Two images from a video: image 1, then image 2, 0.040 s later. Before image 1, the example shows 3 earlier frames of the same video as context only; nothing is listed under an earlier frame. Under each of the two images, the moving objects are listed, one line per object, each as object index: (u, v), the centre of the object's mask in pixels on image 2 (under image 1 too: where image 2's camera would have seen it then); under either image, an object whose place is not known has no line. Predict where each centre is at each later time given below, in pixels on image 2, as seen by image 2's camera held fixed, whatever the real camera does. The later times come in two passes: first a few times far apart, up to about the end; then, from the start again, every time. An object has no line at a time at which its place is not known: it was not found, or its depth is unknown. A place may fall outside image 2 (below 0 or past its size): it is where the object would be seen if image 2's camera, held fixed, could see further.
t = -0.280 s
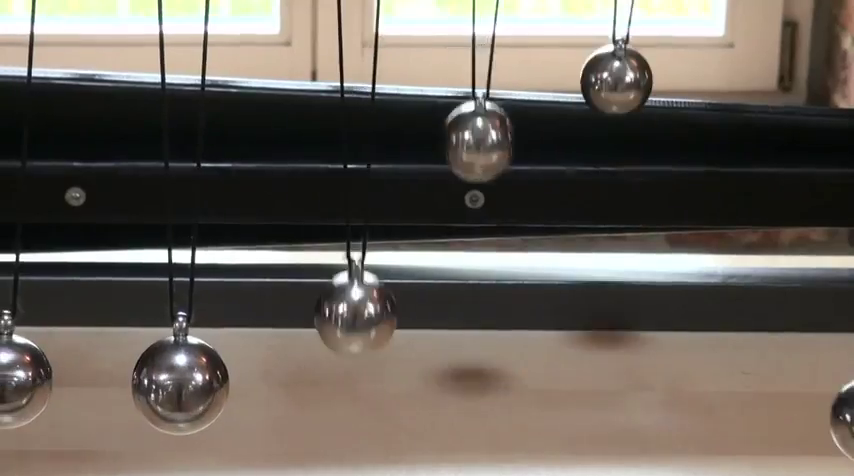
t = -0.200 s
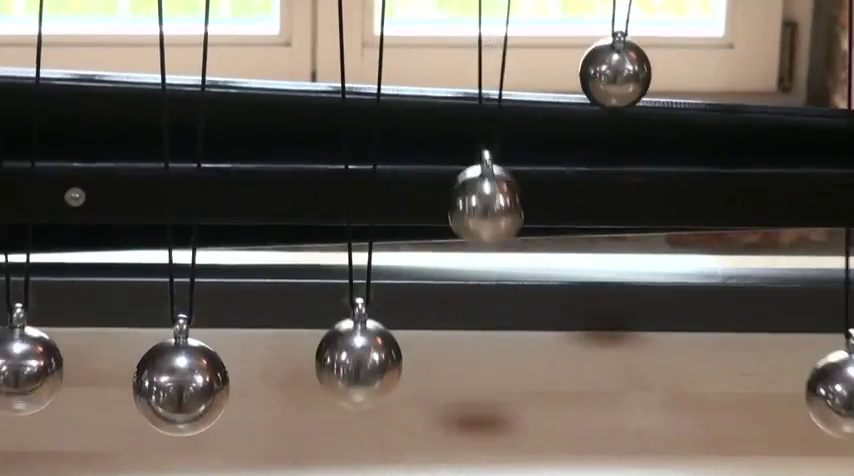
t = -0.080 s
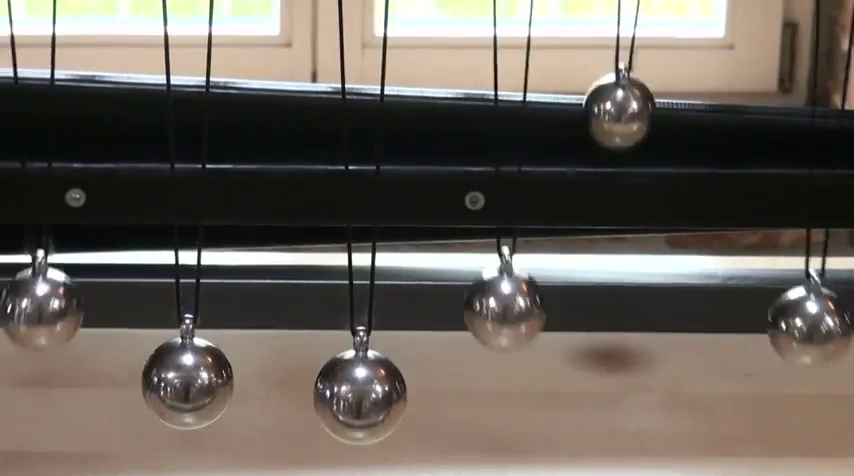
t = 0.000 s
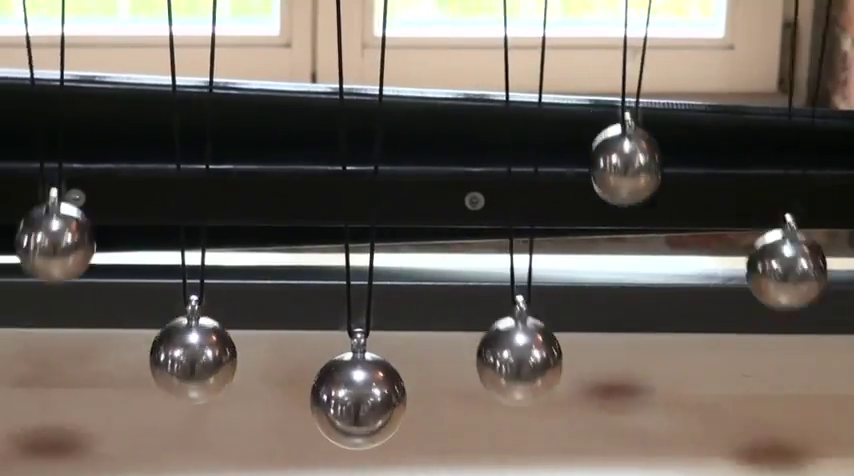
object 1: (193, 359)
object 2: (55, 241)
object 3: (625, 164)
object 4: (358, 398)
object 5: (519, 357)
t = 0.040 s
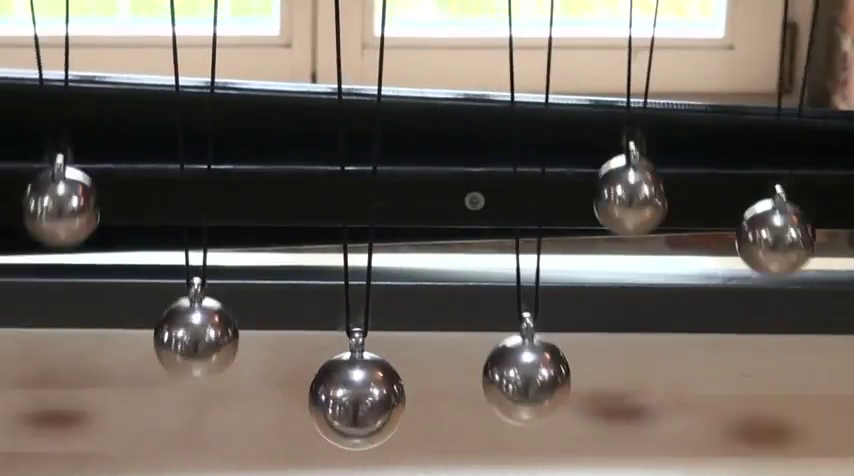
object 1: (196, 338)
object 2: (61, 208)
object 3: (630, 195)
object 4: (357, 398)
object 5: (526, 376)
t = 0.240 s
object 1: (206, 180)
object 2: (79, 73)
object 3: (670, 345)
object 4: (351, 394)
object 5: (547, 407)
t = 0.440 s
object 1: (207, 68)
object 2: (73, 134)
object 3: (719, 411)
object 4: (354, 319)
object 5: (536, 405)
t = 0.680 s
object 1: (206, 181)
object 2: (35, 337)
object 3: (726, 415)
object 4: (354, 133)
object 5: (506, 321)
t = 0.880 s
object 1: (195, 346)
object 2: (19, 380)
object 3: (681, 371)
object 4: (347, 77)
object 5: (487, 166)
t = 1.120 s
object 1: (181, 388)
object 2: (21, 379)
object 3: (632, 206)
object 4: (350, 229)
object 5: (475, 74)
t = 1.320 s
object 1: (184, 388)
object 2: (40, 308)
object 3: (617, 87)
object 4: (359, 368)
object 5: (482, 177)
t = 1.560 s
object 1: (200, 291)
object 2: (75, 111)
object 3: (620, 127)
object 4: (356, 397)
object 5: (519, 359)
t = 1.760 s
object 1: (207, 123)
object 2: (78, 84)
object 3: (648, 281)
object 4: (351, 392)
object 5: (545, 407)
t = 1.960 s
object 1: (207, 74)
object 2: (56, 241)
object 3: (697, 393)
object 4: (355, 307)
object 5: (540, 407)
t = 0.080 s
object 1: (198, 313)
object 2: (67, 170)
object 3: (636, 225)
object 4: (355, 398)
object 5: (532, 390)
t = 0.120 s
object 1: (201, 284)
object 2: (71, 137)
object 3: (643, 260)
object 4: (354, 398)
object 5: (538, 399)
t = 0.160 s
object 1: (204, 248)
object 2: (75, 109)
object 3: (652, 292)
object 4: (353, 398)
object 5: (543, 404)
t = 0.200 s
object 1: (205, 213)
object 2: (77, 87)
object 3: (659, 321)
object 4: (352, 397)
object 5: (545, 407)
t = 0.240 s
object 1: (206, 180)
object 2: (79, 73)
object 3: (670, 345)
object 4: (351, 394)
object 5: (547, 407)
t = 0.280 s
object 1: (207, 147)
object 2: (79, 68)
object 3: (680, 368)
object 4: (352, 389)
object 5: (548, 407)
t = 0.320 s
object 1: (207, 118)
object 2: (79, 71)
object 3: (691, 385)
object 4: (352, 379)
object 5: (546, 408)
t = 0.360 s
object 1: (207, 93)
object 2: (78, 84)
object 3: (700, 396)
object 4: (353, 363)
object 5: (544, 408)
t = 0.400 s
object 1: (207, 76)
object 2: (77, 105)
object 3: (710, 406)
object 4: (354, 342)
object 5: (541, 407)
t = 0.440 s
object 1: (207, 68)
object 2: (73, 134)
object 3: (719, 411)
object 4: (354, 319)
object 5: (536, 405)
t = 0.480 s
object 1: (207, 68)
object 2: (68, 169)
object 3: (725, 414)
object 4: (355, 292)
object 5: (531, 402)
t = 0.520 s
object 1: (207, 76)
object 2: (62, 206)
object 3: (730, 415)
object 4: (356, 259)
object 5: (526, 394)
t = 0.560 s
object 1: (207, 92)
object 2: (56, 243)
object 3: (731, 416)
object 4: (355, 224)
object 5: (521, 383)
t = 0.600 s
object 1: (207, 117)
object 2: (47, 280)
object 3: (731, 416)
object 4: (355, 193)
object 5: (515, 366)
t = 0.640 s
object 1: (206, 147)
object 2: (40, 311)
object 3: (729, 416)
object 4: (354, 162)
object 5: (511, 345)
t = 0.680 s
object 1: (206, 181)
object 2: (35, 337)
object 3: (726, 415)
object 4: (354, 133)
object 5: (506, 321)
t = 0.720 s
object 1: (204, 218)
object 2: (30, 355)
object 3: (718, 412)
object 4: (352, 108)
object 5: (502, 294)
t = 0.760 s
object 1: (203, 257)
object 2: (26, 370)
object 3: (710, 407)
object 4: (351, 90)
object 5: (498, 261)
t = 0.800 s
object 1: (200, 292)
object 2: (23, 376)
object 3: (701, 399)
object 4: (349, 78)
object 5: (493, 226)
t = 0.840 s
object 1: (198, 321)
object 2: (20, 379)
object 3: (691, 387)
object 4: (348, 74)
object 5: (491, 196)
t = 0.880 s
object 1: (195, 346)
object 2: (19, 380)
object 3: (681, 371)
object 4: (347, 77)
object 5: (487, 166)
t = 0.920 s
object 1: (192, 364)
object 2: (18, 381)
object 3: (671, 350)
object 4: (347, 89)
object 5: (484, 137)
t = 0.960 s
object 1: (190, 378)
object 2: (18, 380)
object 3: (661, 326)
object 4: (346, 108)
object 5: (482, 112)
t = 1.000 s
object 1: (187, 386)
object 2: (18, 380)
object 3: (653, 301)
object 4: (347, 132)
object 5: (480, 92)
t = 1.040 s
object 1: (184, 389)
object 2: (19, 381)
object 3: (646, 271)
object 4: (347, 163)
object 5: (478, 79)
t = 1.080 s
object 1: (182, 389)
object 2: (20, 380)
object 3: (637, 237)
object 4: (349, 196)
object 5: (476, 73)
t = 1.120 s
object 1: (181, 388)
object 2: (21, 379)
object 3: (632, 206)
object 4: (350, 229)
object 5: (475, 74)
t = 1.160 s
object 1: (180, 387)
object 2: (24, 375)
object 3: (627, 178)
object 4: (352, 265)
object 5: (475, 81)
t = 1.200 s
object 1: (180, 387)
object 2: (28, 368)
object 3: (623, 149)
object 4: (354, 300)
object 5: (476, 97)
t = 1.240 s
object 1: (181, 388)
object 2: (31, 352)
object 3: (620, 124)
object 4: (356, 325)
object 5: (476, 120)
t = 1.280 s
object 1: (182, 389)
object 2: (35, 335)
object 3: (619, 102)
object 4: (358, 348)
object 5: (479, 146)
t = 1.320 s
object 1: (184, 388)
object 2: (40, 308)
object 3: (617, 87)
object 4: (359, 368)
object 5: (482, 177)
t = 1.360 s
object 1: (186, 385)
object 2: (47, 278)
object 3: (616, 77)
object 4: (359, 383)
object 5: (486, 209)
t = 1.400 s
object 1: (189, 377)
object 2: (54, 243)
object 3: (615, 74)
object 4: (359, 391)
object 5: (491, 244)
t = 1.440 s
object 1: (192, 362)
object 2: (60, 208)
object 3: (616, 77)
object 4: (359, 396)
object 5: (498, 279)
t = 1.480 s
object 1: (195, 342)
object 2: (65, 172)
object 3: (617, 87)
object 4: (358, 398)
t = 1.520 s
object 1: (198, 318)
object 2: (71, 140)
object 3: (619, 104)
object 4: (357, 398)
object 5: (512, 336)
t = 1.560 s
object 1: (200, 291)
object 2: (75, 111)
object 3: (620, 127)
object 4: (356, 397)
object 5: (519, 359)
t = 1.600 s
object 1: (203, 257)
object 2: (77, 89)
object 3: (624, 154)
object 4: (354, 397)
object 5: (526, 378)
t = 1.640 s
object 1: (204, 221)
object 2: (78, 75)
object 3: (628, 184)
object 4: (353, 397)
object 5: (533, 391)
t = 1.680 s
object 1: (206, 188)
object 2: (79, 69)
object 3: (634, 213)
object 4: (352, 397)
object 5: (539, 400)
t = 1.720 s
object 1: (207, 155)
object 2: (79, 72)
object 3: (640, 248)
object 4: (351, 396)
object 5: (543, 405)
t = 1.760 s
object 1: (207, 123)
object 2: (78, 84)
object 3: (648, 281)
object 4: (351, 392)
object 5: (545, 407)
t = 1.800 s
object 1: (207, 99)
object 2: (76, 105)
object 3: (657, 311)
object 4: (351, 385)
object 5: (547, 408)
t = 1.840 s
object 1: (207, 80)
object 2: (73, 133)
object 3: (665, 337)
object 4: (352, 372)
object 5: (547, 407)
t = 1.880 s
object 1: (207, 70)
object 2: (68, 167)
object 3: (676, 360)
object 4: (353, 354)
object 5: (546, 408)
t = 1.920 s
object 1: (207, 69)
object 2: (63, 205)
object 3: (687, 379)
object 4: (354, 332)
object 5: (544, 408)
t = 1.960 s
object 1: (207, 74)
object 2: (56, 241)
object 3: (697, 393)
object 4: (355, 307)
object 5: (540, 407)
